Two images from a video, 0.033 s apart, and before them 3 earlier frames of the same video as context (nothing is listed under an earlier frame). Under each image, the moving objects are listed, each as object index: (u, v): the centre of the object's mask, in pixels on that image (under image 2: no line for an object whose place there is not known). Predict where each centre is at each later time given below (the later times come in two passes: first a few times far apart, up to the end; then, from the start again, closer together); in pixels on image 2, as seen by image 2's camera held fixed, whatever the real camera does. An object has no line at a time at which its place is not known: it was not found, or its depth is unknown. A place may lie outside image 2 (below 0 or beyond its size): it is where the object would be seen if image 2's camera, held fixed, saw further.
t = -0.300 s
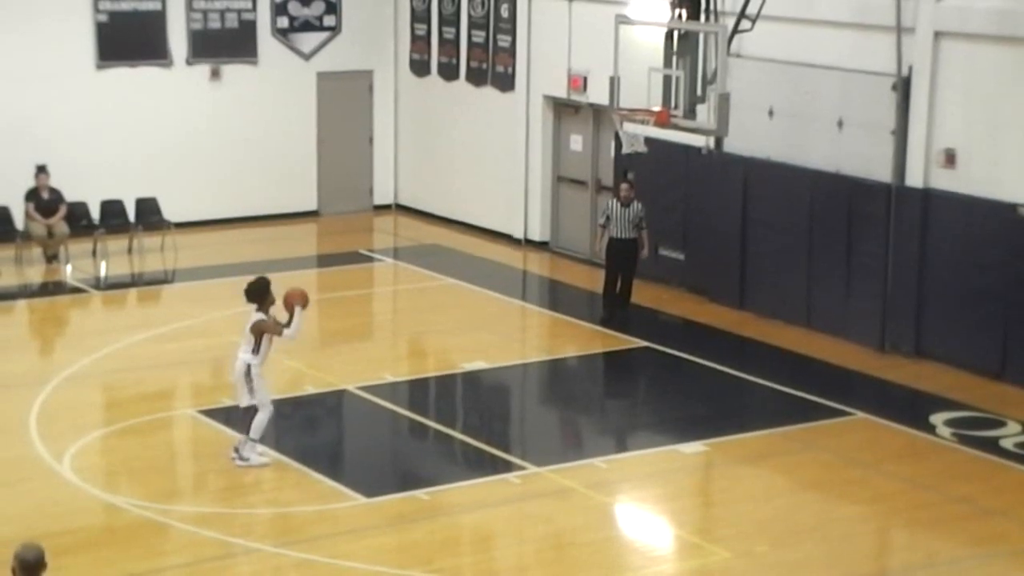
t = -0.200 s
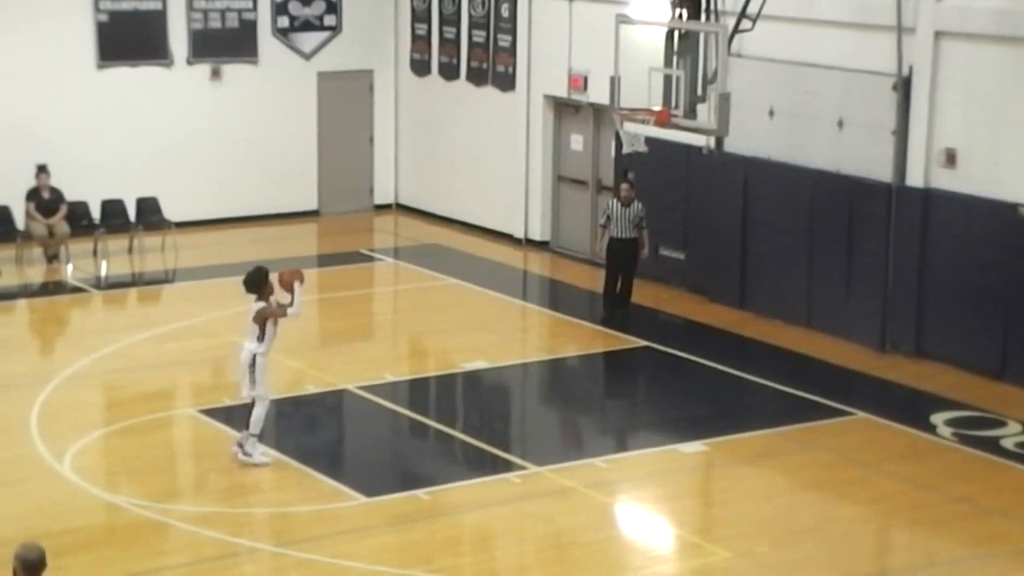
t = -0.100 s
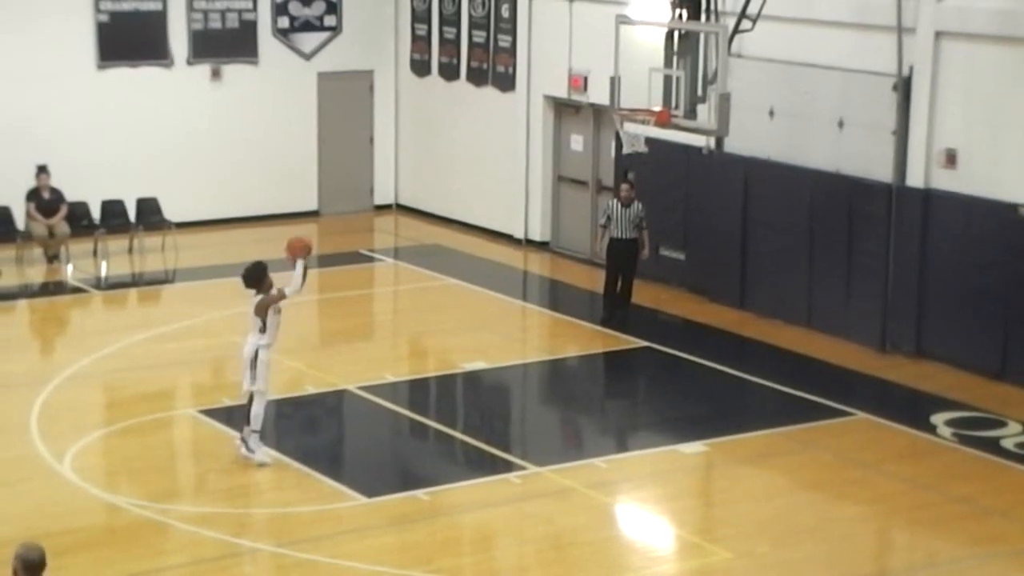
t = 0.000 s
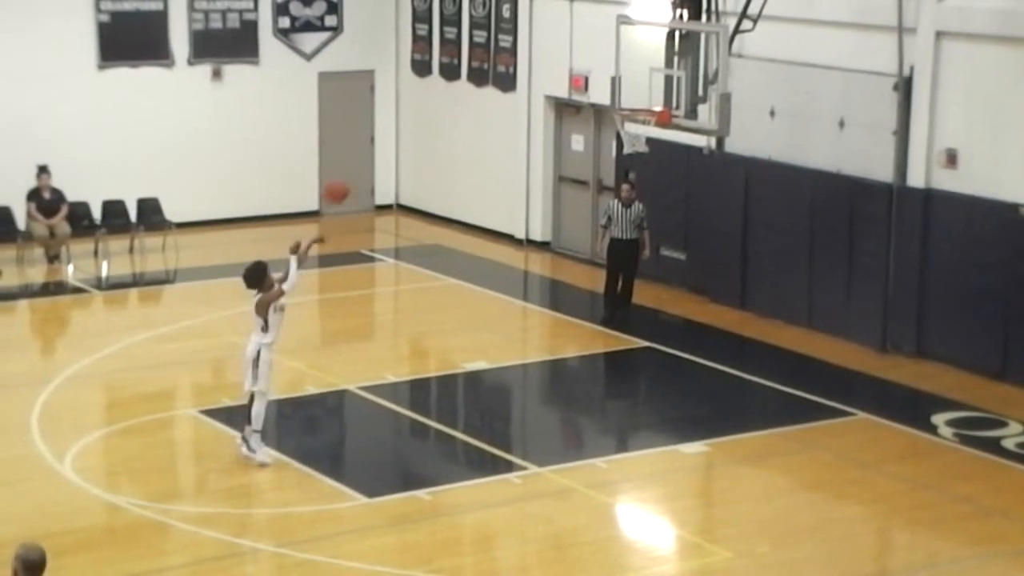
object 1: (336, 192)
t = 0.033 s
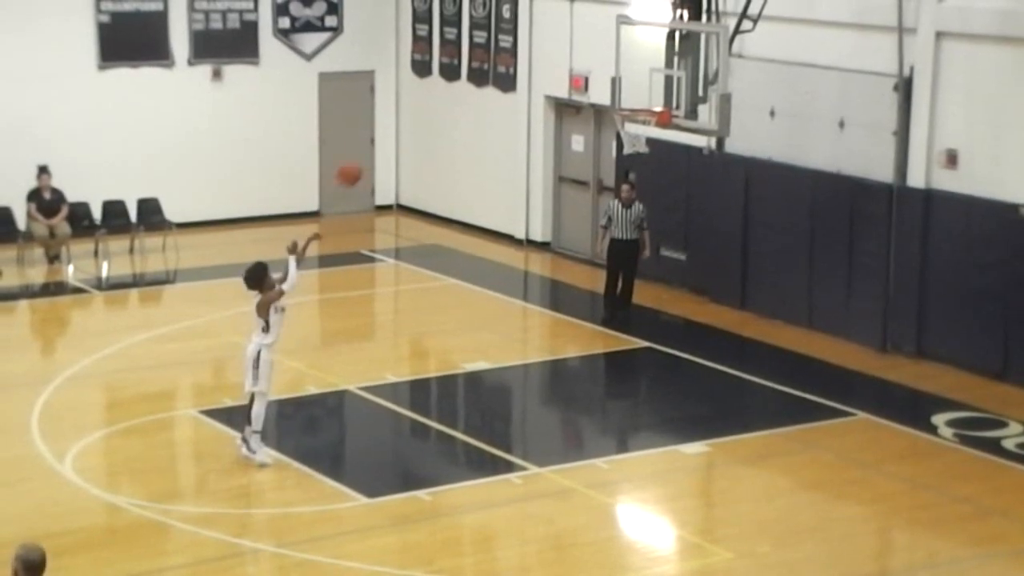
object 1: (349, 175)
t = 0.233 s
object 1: (424, 91)
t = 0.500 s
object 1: (517, 52)
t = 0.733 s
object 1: (592, 74)
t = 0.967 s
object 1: (654, 131)
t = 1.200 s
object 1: (659, 192)
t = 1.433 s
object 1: (661, 300)
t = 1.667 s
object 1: (656, 330)
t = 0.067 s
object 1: (361, 157)
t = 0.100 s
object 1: (374, 142)
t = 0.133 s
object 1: (387, 126)
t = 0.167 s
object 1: (400, 114)
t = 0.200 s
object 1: (413, 102)
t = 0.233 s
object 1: (424, 91)
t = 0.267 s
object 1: (436, 82)
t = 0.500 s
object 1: (517, 52)
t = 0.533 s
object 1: (529, 51)
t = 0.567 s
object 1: (540, 52)
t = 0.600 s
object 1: (550, 54)
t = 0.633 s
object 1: (561, 58)
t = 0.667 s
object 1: (572, 62)
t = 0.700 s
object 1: (582, 67)
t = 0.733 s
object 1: (592, 74)
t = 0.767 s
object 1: (602, 81)
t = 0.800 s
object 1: (613, 89)
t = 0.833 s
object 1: (622, 99)
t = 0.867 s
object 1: (633, 109)
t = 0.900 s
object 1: (642, 121)
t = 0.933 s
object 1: (651, 128)
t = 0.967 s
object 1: (654, 131)
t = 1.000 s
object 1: (655, 136)
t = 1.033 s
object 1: (656, 143)
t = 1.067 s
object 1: (657, 151)
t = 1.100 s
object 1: (657, 160)
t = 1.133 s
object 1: (657, 169)
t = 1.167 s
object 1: (658, 180)
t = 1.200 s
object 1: (659, 192)
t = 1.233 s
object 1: (659, 205)
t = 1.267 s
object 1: (659, 219)
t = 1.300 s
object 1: (659, 234)
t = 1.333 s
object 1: (659, 249)
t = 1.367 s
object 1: (659, 266)
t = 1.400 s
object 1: (659, 283)
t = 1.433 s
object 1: (661, 300)
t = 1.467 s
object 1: (660, 322)
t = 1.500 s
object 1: (660, 340)
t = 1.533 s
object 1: (660, 362)
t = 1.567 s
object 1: (661, 374)
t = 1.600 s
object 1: (659, 361)
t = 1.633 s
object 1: (658, 344)
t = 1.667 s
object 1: (656, 330)
